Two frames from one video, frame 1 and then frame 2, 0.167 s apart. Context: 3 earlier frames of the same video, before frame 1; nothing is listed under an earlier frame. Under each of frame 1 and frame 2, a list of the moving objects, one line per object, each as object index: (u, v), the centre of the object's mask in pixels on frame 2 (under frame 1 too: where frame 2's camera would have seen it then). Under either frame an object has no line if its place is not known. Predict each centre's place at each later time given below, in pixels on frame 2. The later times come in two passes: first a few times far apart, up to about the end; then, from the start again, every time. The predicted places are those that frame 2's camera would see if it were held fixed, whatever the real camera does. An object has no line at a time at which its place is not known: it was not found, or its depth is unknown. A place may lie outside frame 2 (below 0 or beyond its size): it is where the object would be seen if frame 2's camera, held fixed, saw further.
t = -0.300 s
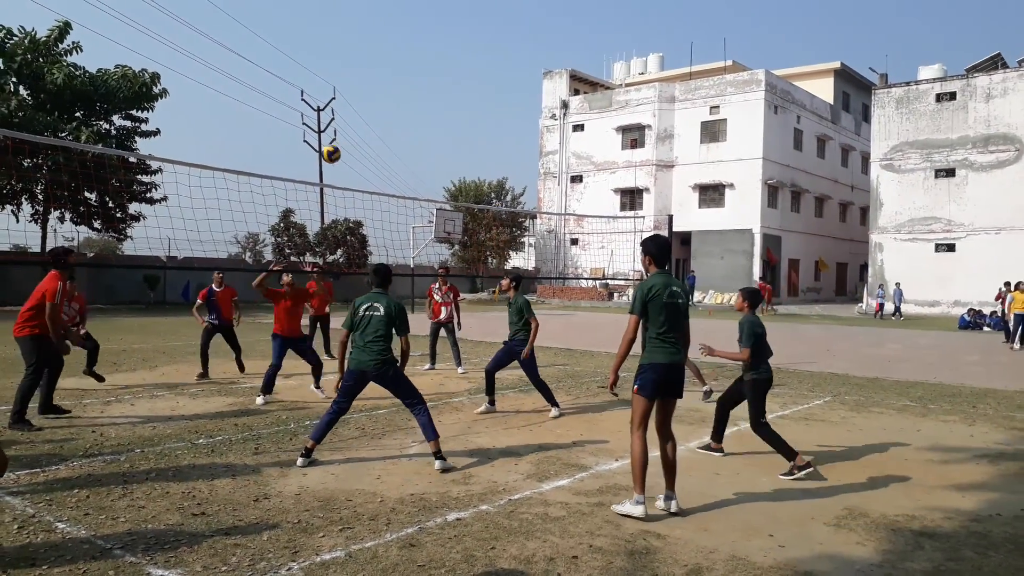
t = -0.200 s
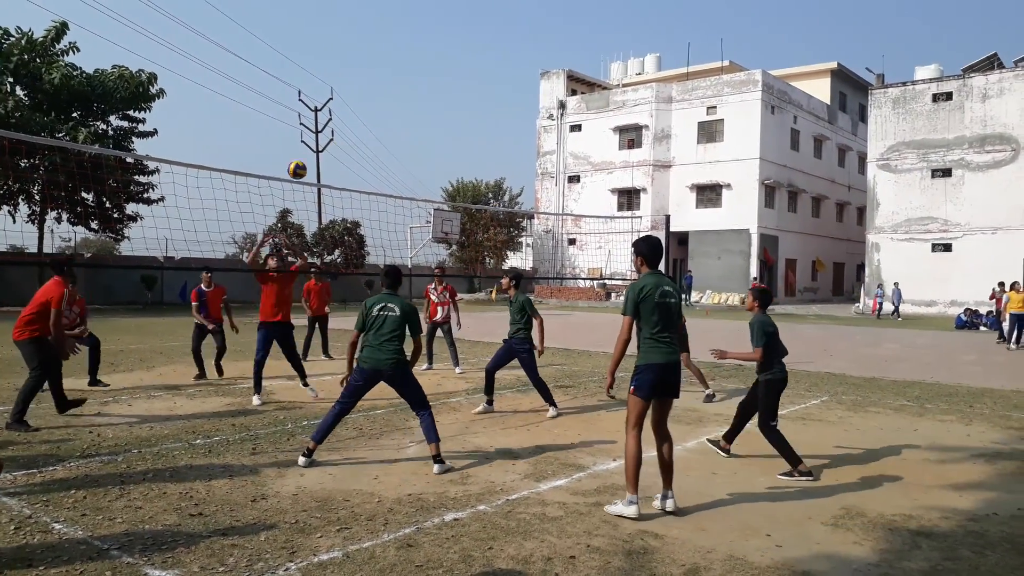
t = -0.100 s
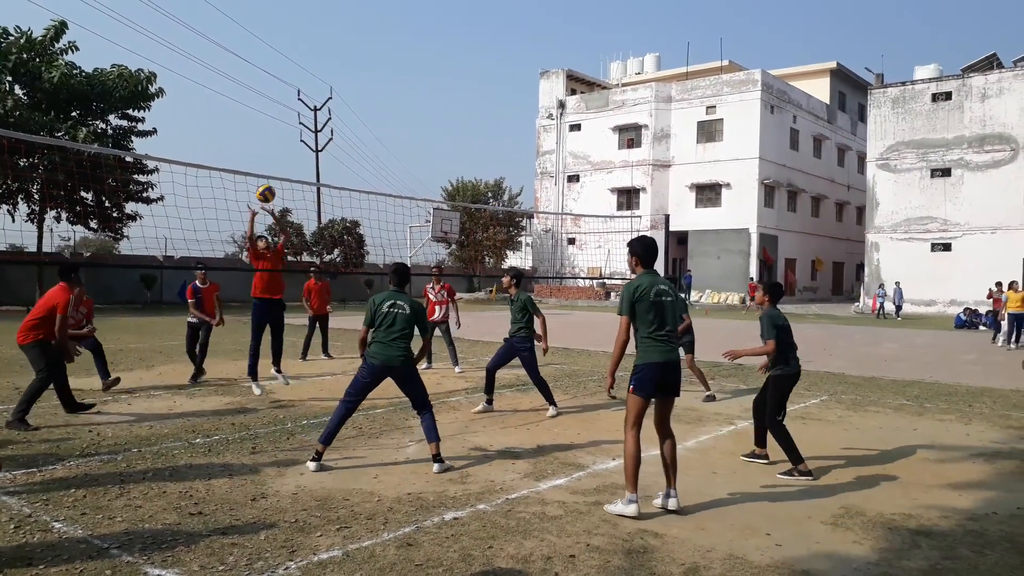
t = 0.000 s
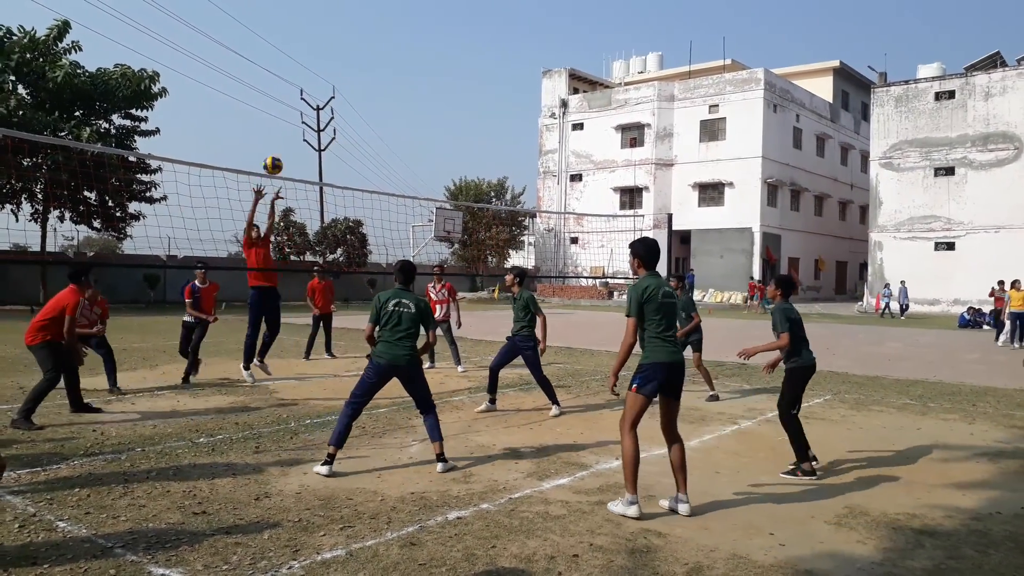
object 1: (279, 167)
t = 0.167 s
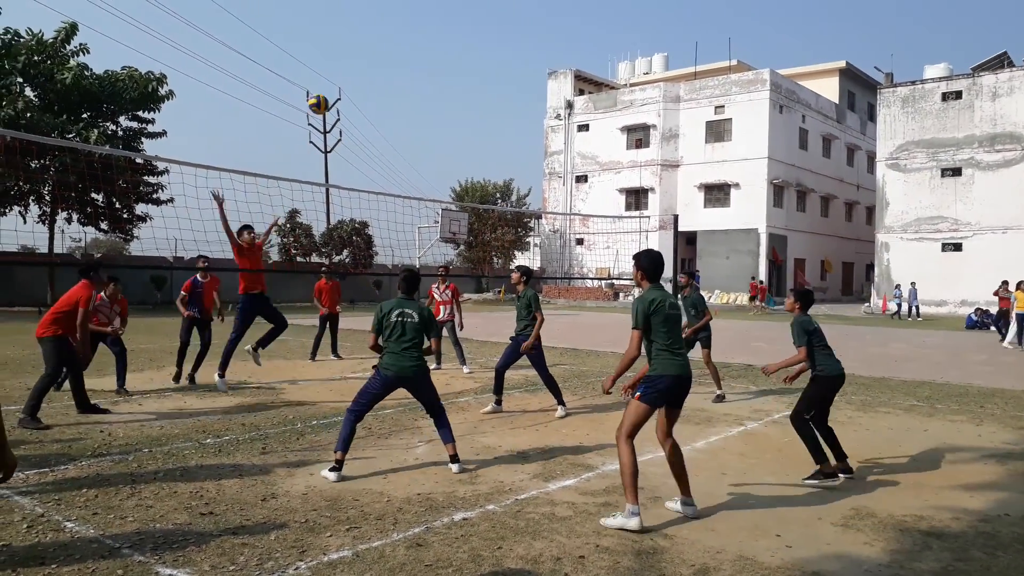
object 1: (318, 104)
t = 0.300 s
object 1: (354, 69)
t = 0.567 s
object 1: (435, 46)
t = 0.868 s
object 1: (541, 119)
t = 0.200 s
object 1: (327, 94)
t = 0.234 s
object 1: (336, 85)
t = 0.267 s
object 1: (345, 76)
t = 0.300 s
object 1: (354, 69)
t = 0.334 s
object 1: (364, 62)
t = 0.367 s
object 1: (373, 56)
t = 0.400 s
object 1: (382, 52)
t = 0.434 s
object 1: (392, 48)
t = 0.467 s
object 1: (403, 46)
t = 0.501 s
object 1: (413, 45)
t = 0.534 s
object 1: (424, 45)
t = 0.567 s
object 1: (435, 46)
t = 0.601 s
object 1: (446, 49)
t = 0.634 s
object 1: (457, 52)
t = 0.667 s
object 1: (468, 57)
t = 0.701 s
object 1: (480, 63)
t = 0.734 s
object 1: (491, 71)
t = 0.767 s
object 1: (503, 81)
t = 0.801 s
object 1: (516, 92)
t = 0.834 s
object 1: (529, 105)
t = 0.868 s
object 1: (541, 119)
